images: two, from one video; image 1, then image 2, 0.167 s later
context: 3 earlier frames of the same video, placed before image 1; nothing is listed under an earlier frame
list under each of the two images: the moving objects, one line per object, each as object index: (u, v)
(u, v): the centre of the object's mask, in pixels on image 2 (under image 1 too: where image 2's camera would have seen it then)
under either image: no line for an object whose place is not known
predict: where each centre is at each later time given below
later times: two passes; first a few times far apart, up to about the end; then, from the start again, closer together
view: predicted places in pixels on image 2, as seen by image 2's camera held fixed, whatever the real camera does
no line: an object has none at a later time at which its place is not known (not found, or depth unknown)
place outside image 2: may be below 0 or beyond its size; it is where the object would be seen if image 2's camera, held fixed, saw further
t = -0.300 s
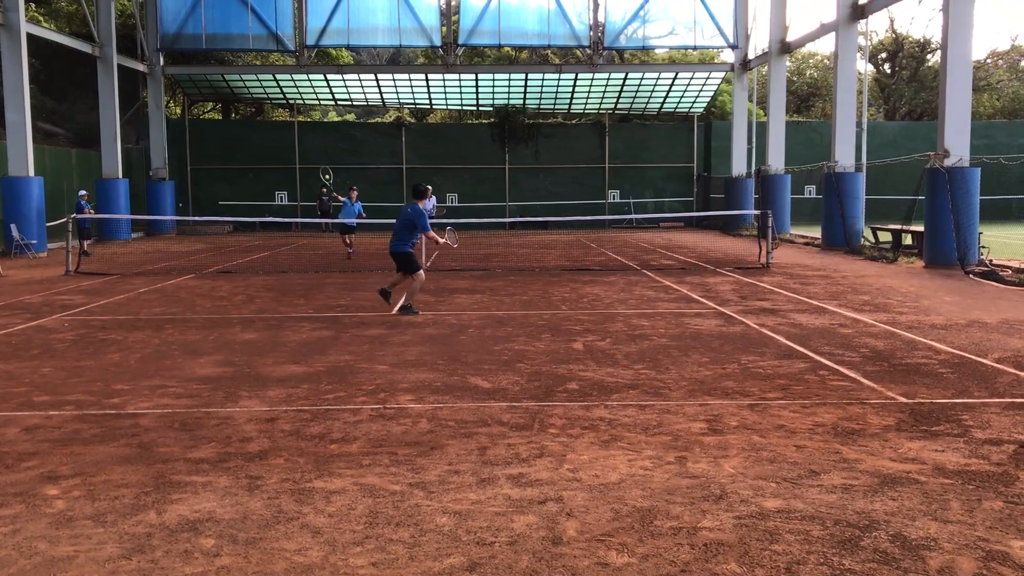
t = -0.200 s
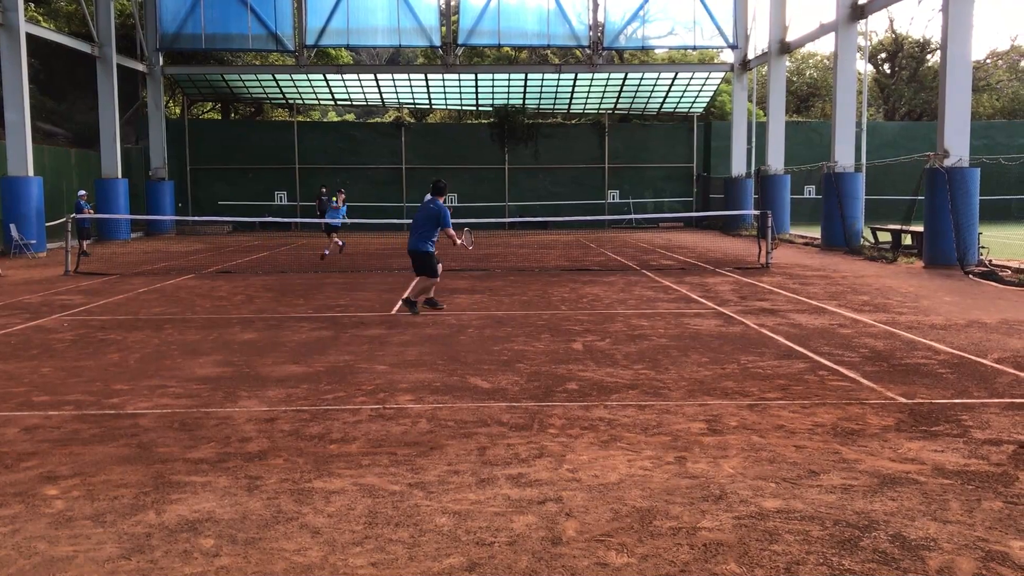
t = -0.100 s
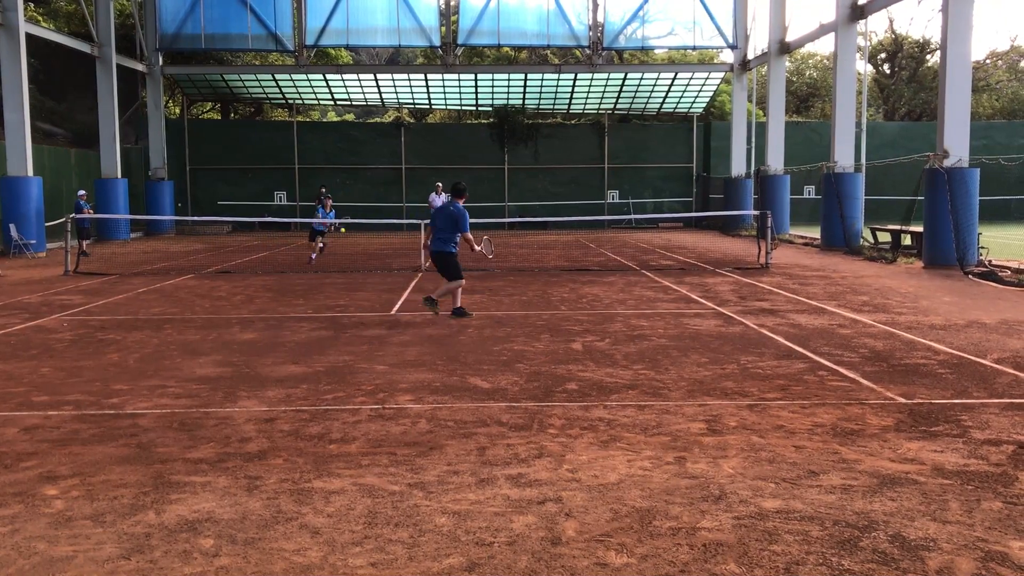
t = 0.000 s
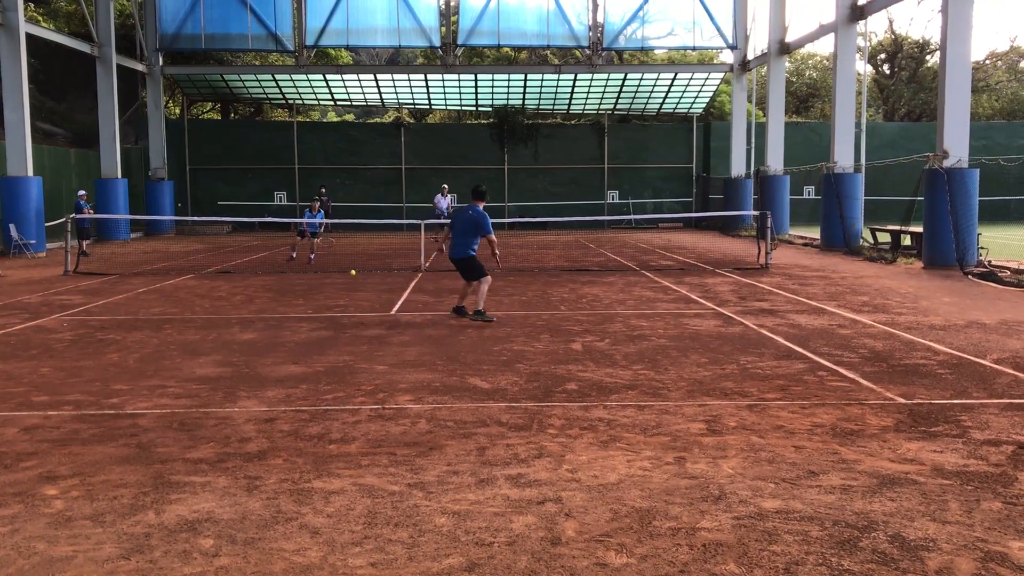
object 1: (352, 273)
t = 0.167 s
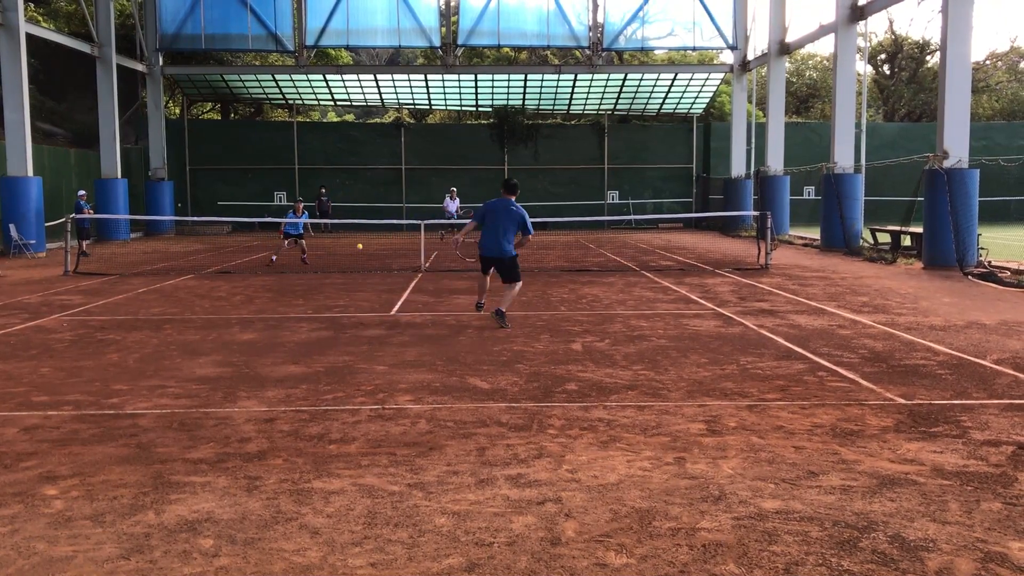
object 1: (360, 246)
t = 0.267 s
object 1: (363, 223)
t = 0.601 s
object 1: (377, 194)
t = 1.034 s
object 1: (409, 358)
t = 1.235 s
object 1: (430, 329)
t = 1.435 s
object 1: (463, 305)
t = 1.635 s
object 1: (514, 374)
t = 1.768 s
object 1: (571, 528)
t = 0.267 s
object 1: (363, 223)
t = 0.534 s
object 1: (374, 192)
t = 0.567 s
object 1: (375, 193)
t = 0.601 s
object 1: (377, 194)
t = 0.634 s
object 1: (379, 197)
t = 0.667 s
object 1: (381, 201)
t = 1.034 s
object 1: (409, 358)
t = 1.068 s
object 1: (412, 385)
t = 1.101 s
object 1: (415, 372)
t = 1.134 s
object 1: (419, 360)
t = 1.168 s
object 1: (422, 349)
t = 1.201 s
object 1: (426, 339)
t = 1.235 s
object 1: (430, 329)
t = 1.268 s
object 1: (435, 321)
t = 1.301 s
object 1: (440, 314)
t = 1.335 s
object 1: (445, 309)
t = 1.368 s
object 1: (450, 306)
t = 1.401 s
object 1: (456, 305)
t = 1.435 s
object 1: (463, 305)
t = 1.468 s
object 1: (470, 308)
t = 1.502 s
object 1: (477, 314)
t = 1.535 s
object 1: (485, 323)
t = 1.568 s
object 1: (494, 336)
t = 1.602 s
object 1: (503, 353)
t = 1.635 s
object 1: (514, 374)
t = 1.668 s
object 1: (526, 401)
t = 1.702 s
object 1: (540, 434)
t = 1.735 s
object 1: (554, 476)
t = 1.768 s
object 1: (571, 528)
